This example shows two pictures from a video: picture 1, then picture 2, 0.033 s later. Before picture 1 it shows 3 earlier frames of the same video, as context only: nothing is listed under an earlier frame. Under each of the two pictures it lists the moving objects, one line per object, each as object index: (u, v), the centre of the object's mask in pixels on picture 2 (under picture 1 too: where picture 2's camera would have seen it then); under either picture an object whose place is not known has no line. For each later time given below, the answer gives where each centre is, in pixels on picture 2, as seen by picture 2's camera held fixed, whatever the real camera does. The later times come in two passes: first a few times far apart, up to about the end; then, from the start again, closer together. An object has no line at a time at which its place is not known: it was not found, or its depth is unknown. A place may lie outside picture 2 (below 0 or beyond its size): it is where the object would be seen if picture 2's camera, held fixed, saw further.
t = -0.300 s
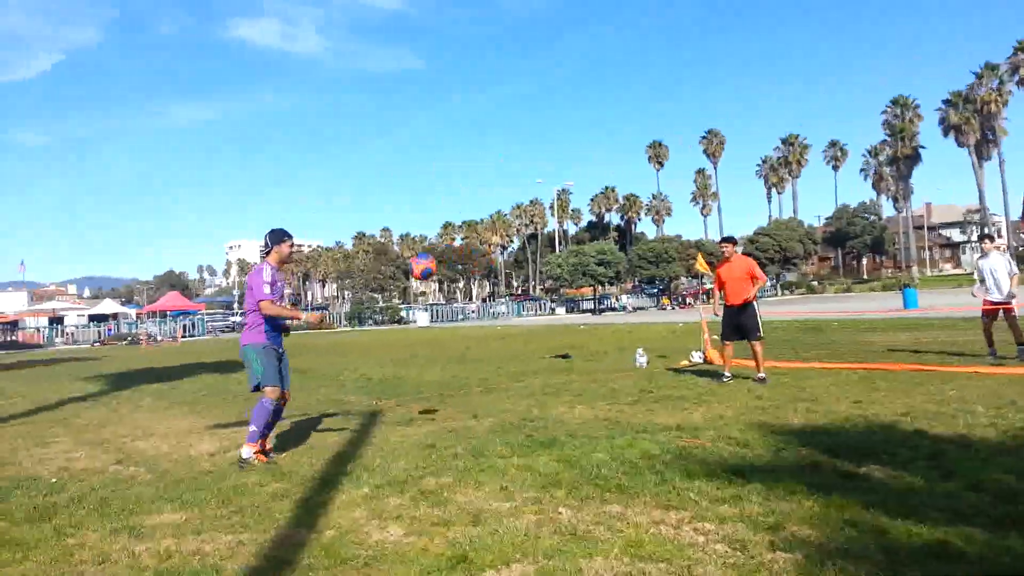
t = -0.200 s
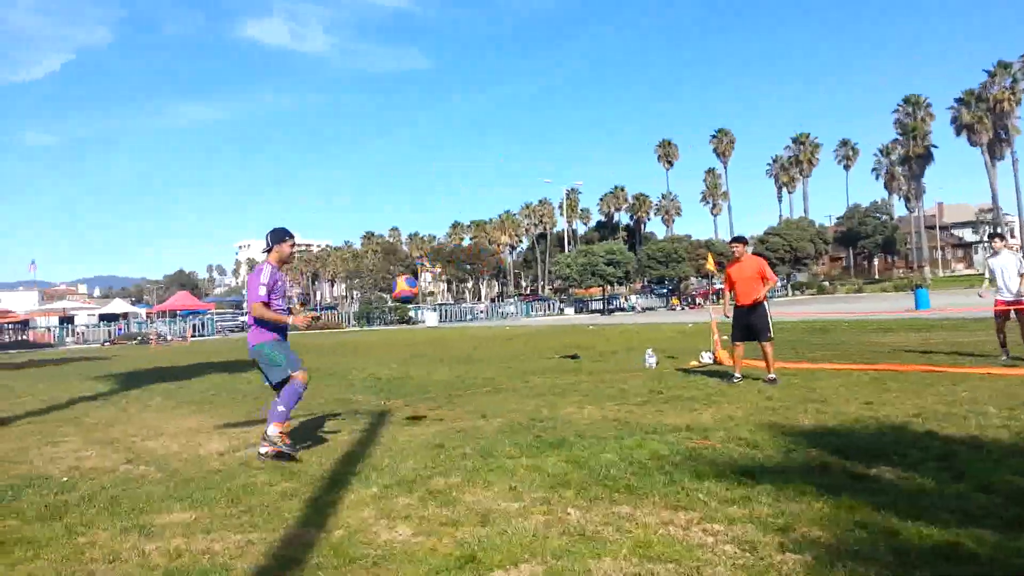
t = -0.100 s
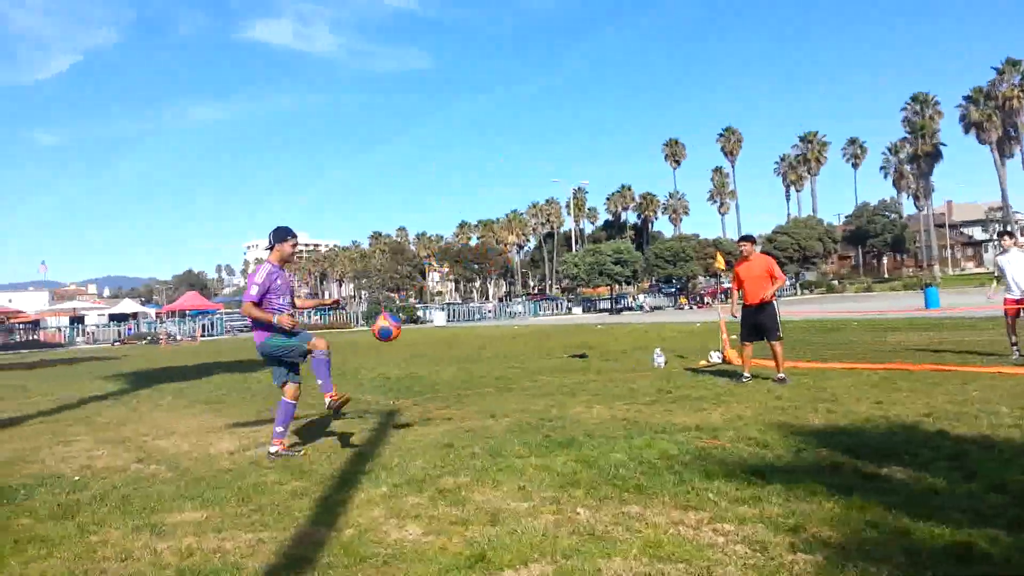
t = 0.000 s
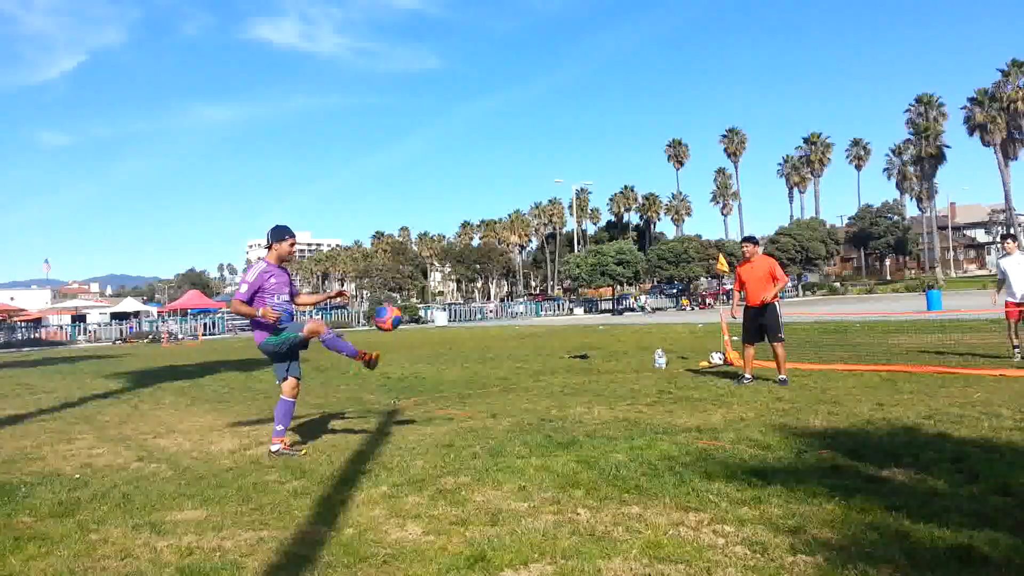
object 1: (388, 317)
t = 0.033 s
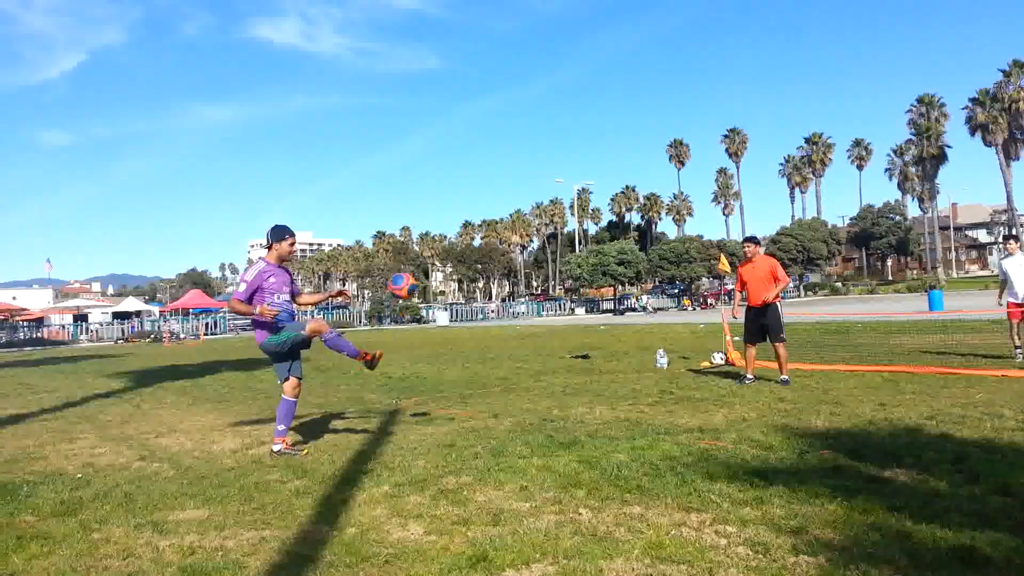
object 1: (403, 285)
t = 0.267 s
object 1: (487, 122)
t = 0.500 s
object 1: (560, 41)
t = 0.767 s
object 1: (628, 24)
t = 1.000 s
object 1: (679, 62)
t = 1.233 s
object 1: (726, 137)
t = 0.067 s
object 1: (415, 256)
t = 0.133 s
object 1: (441, 204)
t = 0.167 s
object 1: (453, 181)
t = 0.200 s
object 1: (465, 160)
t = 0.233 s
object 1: (477, 140)
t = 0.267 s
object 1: (487, 122)
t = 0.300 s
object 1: (498, 106)
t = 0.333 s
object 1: (509, 91)
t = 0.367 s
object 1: (519, 79)
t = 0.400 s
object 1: (530, 67)
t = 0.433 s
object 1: (539, 57)
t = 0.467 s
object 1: (549, 49)
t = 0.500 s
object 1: (560, 41)
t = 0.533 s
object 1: (568, 35)
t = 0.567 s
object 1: (577, 30)
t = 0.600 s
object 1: (587, 26)
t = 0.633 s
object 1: (596, 24)
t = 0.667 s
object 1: (604, 22)
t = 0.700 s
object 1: (612, 22)
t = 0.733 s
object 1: (620, 23)
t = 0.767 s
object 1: (628, 24)
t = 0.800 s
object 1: (636, 28)
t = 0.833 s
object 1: (644, 31)
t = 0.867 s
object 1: (651, 35)
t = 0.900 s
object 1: (659, 41)
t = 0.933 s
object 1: (666, 46)
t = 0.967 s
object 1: (673, 54)
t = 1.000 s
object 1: (679, 62)
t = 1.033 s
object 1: (686, 70)
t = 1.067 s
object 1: (693, 80)
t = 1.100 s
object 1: (701, 90)
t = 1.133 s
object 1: (707, 101)
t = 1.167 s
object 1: (713, 112)
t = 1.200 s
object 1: (719, 125)
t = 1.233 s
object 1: (726, 137)
